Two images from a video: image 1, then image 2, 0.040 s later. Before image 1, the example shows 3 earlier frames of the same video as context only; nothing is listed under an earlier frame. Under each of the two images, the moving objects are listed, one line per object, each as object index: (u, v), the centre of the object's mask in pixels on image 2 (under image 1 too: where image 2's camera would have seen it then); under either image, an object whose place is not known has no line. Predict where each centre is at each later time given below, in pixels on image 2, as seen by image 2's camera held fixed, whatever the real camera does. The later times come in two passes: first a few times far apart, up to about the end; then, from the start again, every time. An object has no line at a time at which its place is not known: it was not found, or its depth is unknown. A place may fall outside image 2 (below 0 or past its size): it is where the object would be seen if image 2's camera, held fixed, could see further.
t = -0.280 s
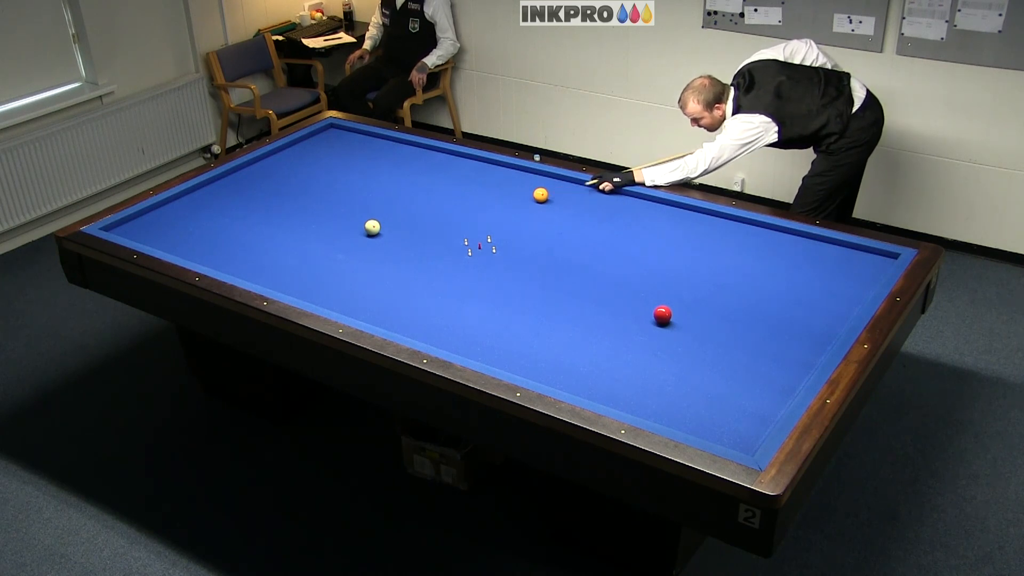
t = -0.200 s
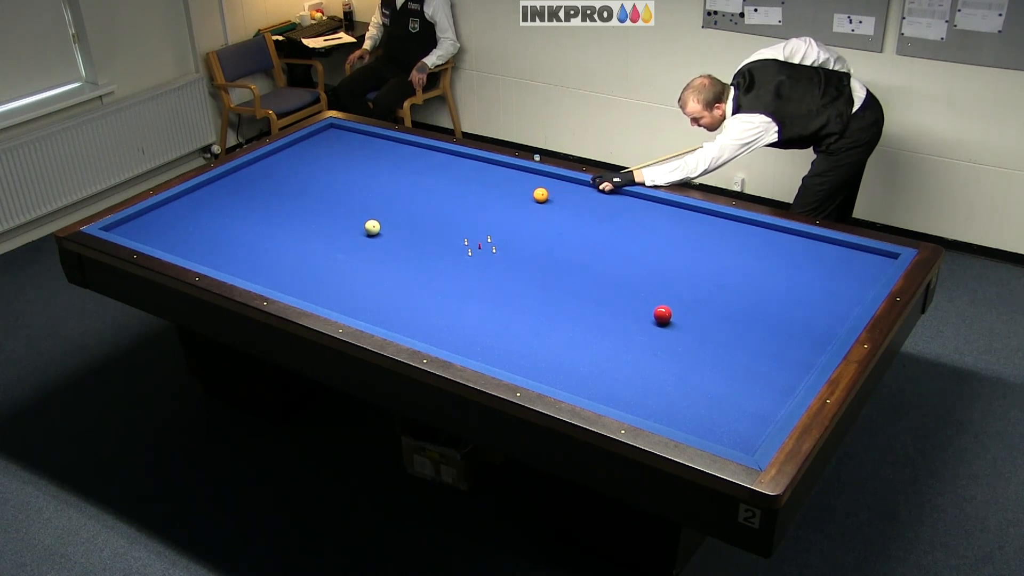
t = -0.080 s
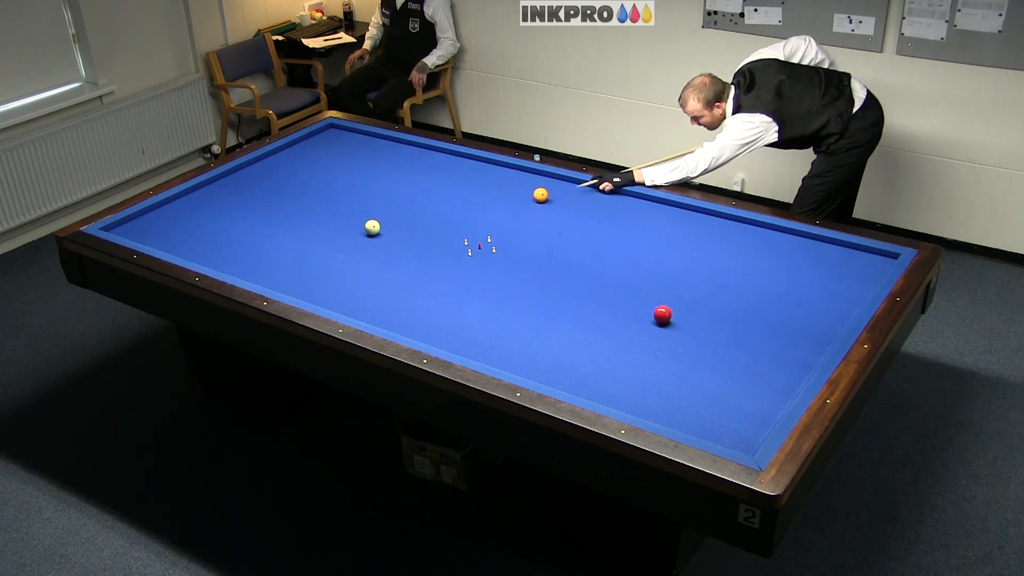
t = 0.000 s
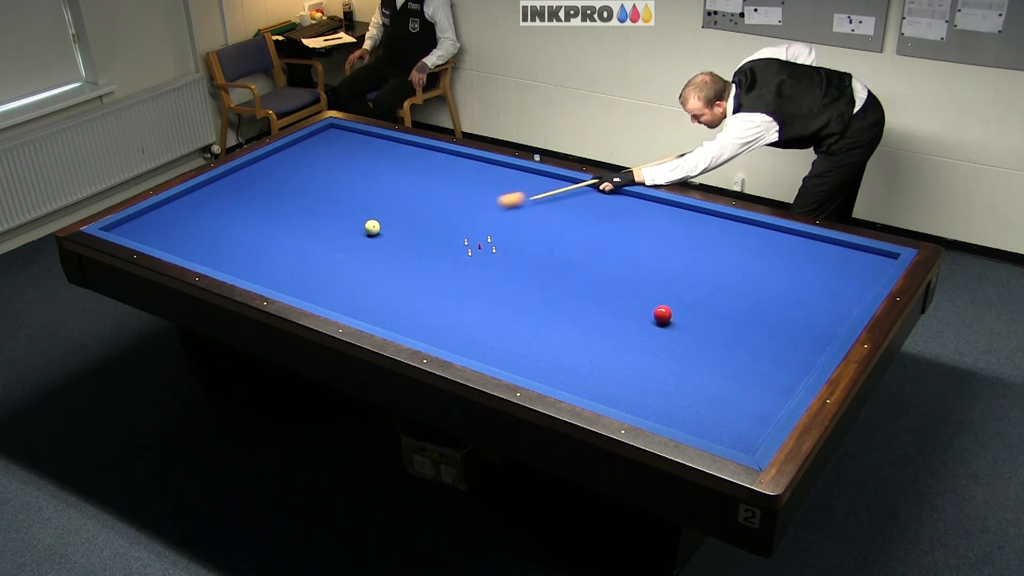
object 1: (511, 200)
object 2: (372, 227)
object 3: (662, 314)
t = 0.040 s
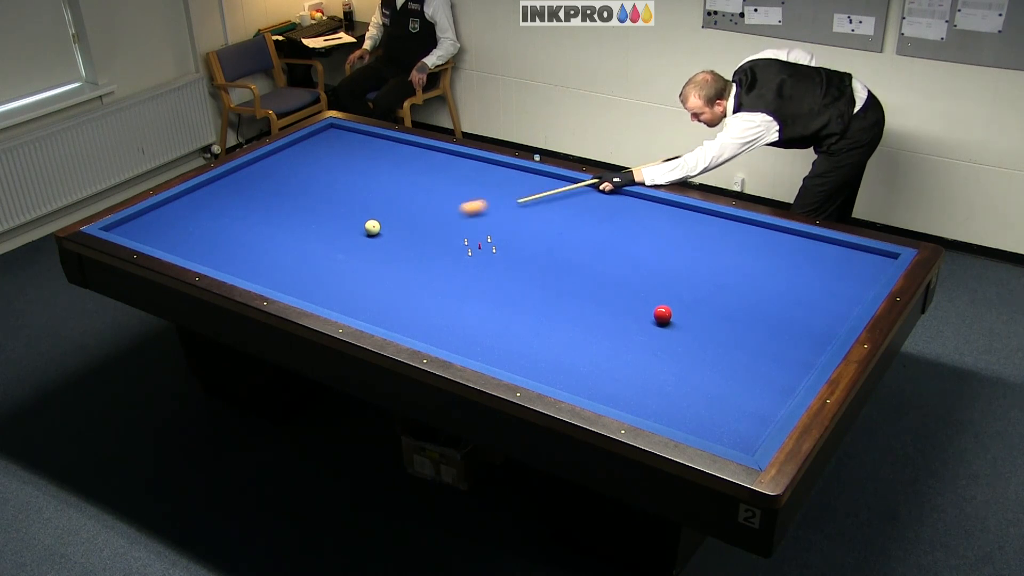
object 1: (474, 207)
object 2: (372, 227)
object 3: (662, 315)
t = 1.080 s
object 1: (406, 269)
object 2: (350, 155)
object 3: (663, 315)
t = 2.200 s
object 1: (431, 321)
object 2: (463, 236)
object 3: (663, 314)
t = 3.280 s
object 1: (487, 351)
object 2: (566, 384)
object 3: (663, 314)
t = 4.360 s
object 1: (566, 358)
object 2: (788, 393)
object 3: (663, 314)
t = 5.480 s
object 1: (629, 363)
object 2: (718, 344)
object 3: (663, 314)
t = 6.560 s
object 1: (670, 366)
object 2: (679, 312)
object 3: (654, 312)
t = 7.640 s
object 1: (692, 367)
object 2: (678, 296)
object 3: (629, 308)
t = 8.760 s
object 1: (696, 368)
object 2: (677, 288)
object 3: (617, 306)
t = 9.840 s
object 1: (696, 368)
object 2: (675, 286)
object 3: (616, 306)
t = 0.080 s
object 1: (436, 215)
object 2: (372, 227)
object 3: (662, 315)
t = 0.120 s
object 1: (397, 222)
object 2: (372, 227)
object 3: (663, 315)
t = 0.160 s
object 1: (387, 227)
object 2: (343, 230)
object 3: (662, 315)
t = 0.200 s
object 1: (387, 229)
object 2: (306, 236)
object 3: (662, 315)
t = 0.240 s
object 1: (388, 231)
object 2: (268, 240)
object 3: (663, 315)
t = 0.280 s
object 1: (389, 233)
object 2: (231, 245)
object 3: (662, 315)
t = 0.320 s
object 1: (390, 234)
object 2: (194, 250)
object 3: (663, 315)
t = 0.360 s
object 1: (391, 236)
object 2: (177, 247)
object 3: (662, 315)
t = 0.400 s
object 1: (392, 238)
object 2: (182, 237)
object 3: (662, 315)
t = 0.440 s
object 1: (392, 240)
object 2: (186, 226)
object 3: (662, 315)
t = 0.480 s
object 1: (393, 242)
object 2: (190, 217)
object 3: (663, 315)
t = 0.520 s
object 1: (394, 244)
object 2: (193, 208)
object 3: (662, 315)
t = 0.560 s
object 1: (395, 245)
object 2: (195, 200)
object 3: (662, 315)
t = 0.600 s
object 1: (396, 247)
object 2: (198, 192)
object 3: (662, 315)
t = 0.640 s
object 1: (397, 249)
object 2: (202, 185)
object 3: (662, 315)
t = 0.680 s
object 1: (398, 251)
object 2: (217, 183)
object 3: (662, 315)
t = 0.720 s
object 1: (398, 253)
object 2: (233, 180)
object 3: (663, 315)
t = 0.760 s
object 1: (399, 254)
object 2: (247, 177)
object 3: (662, 315)
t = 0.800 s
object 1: (400, 256)
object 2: (261, 175)
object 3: (663, 315)
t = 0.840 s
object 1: (401, 258)
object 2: (274, 172)
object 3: (662, 315)
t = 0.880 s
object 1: (402, 260)
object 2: (288, 169)
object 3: (662, 315)
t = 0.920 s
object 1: (403, 262)
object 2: (300, 166)
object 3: (662, 315)
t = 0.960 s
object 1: (404, 264)
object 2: (313, 163)
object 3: (663, 315)
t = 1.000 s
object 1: (404, 265)
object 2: (325, 161)
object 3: (662, 315)
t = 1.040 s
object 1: (405, 267)
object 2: (338, 158)
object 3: (663, 315)
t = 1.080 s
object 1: (406, 269)
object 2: (350, 155)
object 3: (663, 315)
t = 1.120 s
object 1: (407, 271)
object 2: (363, 153)
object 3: (662, 315)
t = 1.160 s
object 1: (408, 273)
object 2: (375, 150)
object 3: (663, 315)
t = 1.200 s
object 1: (409, 274)
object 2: (386, 148)
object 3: (662, 315)
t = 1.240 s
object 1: (410, 276)
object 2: (398, 145)
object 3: (663, 315)
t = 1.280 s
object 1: (410, 278)
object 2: (408, 143)
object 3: (662, 315)
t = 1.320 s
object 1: (411, 280)
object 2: (409, 147)
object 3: (663, 315)
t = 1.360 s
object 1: (412, 282)
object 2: (410, 152)
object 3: (663, 315)
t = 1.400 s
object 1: (413, 284)
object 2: (412, 156)
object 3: (663, 315)
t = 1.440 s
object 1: (414, 285)
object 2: (413, 160)
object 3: (663, 314)
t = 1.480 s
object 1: (415, 287)
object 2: (416, 163)
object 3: (663, 314)
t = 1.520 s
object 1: (416, 289)
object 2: (418, 166)
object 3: (663, 314)
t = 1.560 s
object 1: (417, 291)
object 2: (420, 170)
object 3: (663, 314)
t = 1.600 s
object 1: (418, 293)
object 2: (423, 174)
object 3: (663, 314)
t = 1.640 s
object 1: (419, 295)
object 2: (425, 177)
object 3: (663, 314)
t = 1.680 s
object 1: (419, 297)
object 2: (428, 181)
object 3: (663, 314)
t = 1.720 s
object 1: (420, 299)
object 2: (430, 185)
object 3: (663, 314)
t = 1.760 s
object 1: (421, 300)
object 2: (432, 189)
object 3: (663, 314)
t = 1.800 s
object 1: (422, 302)
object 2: (435, 193)
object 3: (663, 314)
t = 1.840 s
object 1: (423, 304)
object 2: (438, 197)
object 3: (662, 314)
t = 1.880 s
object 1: (424, 306)
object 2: (440, 201)
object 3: (663, 314)
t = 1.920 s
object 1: (425, 308)
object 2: (443, 205)
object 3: (663, 314)
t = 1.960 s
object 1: (425, 310)
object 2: (446, 209)
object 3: (663, 314)
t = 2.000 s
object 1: (426, 312)
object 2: (449, 214)
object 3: (663, 314)
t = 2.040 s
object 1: (427, 313)
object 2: (451, 218)
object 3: (663, 314)
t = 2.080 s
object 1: (428, 315)
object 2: (454, 222)
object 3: (663, 314)
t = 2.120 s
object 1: (429, 317)
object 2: (457, 227)
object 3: (663, 314)
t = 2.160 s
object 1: (430, 319)
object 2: (460, 231)
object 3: (663, 314)
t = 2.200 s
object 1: (431, 321)
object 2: (463, 236)
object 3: (663, 314)
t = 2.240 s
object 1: (432, 322)
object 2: (466, 240)
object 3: (663, 314)
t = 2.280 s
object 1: (433, 324)
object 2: (469, 244)
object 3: (663, 314)
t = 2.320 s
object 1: (434, 326)
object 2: (473, 249)
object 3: (663, 314)
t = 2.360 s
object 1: (434, 328)
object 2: (476, 255)
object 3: (663, 314)
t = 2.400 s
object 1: (435, 330)
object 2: (479, 259)
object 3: (663, 314)
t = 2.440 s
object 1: (436, 331)
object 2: (482, 264)
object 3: (663, 314)
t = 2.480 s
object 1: (437, 334)
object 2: (485, 269)
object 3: (663, 315)
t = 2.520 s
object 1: (438, 335)
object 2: (488, 275)
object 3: (663, 314)
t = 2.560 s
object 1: (439, 337)
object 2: (492, 280)
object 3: (663, 314)
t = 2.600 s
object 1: (440, 339)
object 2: (495, 285)
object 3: (663, 314)
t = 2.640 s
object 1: (441, 340)
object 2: (499, 290)
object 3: (663, 315)
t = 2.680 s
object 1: (442, 341)
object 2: (503, 296)
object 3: (663, 315)
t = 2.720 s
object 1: (443, 342)
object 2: (506, 301)
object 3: (663, 315)
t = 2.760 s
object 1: (444, 344)
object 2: (510, 307)
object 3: (663, 314)
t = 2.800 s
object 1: (447, 344)
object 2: (514, 313)
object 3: (663, 314)
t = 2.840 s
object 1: (451, 345)
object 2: (517, 319)
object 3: (663, 314)
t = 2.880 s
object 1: (454, 346)
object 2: (521, 324)
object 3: (663, 314)
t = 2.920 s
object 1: (457, 347)
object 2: (525, 331)
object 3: (663, 314)
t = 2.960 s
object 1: (461, 347)
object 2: (529, 337)
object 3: (663, 315)
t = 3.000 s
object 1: (464, 348)
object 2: (533, 343)
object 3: (663, 315)
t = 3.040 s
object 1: (467, 349)
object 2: (538, 349)
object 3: (663, 315)
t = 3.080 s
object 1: (470, 349)
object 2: (542, 356)
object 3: (663, 314)
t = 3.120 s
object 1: (474, 350)
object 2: (546, 362)
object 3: (663, 314)
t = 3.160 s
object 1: (477, 350)
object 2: (550, 369)
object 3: (663, 315)
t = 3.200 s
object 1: (480, 351)
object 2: (555, 375)
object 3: (663, 314)
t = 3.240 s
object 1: (484, 351)
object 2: (560, 381)
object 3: (663, 314)
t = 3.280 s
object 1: (487, 351)
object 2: (566, 384)
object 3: (663, 314)
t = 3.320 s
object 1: (490, 351)
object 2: (576, 385)
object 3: (663, 315)
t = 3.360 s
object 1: (493, 351)
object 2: (584, 385)
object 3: (663, 315)
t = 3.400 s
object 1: (497, 351)
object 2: (593, 386)
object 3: (663, 315)
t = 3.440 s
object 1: (500, 352)
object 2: (601, 386)
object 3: (663, 315)
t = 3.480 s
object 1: (503, 352)
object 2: (610, 386)
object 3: (663, 315)
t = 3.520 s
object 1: (506, 353)
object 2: (618, 387)
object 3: (663, 315)
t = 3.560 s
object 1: (509, 353)
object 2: (627, 387)
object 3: (663, 315)
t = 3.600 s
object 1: (512, 353)
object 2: (635, 388)
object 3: (663, 315)
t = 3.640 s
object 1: (515, 354)
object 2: (643, 388)
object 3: (663, 315)
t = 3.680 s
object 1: (518, 354)
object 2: (652, 388)
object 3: (663, 315)
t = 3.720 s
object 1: (521, 354)
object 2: (660, 389)
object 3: (663, 315)
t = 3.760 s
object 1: (524, 355)
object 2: (668, 389)
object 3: (663, 315)
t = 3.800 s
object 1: (527, 355)
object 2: (676, 389)
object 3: (663, 315)
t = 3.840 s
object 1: (530, 355)
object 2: (685, 390)
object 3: (663, 315)
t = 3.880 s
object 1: (533, 355)
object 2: (693, 390)
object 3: (663, 314)
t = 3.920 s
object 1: (536, 355)
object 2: (701, 390)
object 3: (663, 314)
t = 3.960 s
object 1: (539, 356)
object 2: (709, 390)
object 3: (663, 314)
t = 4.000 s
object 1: (542, 356)
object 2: (717, 390)
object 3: (663, 314)
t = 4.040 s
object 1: (544, 356)
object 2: (725, 391)
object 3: (663, 314)
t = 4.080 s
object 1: (547, 356)
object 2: (734, 391)
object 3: (663, 314)
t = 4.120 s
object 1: (550, 357)
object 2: (742, 392)
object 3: (663, 314)
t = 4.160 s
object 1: (553, 357)
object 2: (750, 392)
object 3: (663, 314)
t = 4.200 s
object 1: (555, 357)
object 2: (758, 392)
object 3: (663, 314)
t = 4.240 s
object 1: (558, 357)
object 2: (766, 393)
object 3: (663, 314)
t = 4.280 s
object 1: (561, 358)
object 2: (774, 393)
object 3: (663, 314)
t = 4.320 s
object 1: (563, 358)
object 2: (781, 393)
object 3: (663, 314)
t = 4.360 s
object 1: (566, 358)
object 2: (788, 393)
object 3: (663, 314)
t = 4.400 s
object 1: (569, 358)
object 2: (785, 391)
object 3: (663, 314)
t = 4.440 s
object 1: (571, 358)
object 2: (782, 389)
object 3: (663, 314)
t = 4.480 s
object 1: (574, 359)
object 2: (779, 387)
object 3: (663, 314)
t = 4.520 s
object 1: (576, 359)
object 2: (776, 385)
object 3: (663, 314)
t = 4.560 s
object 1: (579, 359)
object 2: (774, 383)
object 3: (663, 314)
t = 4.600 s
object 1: (581, 359)
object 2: (771, 382)
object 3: (663, 314)
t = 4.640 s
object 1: (584, 360)
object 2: (768, 380)
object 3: (663, 314)
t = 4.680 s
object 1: (586, 360)
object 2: (766, 378)
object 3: (663, 314)
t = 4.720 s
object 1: (588, 360)
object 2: (763, 376)
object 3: (663, 314)
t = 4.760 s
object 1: (591, 360)
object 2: (760, 374)
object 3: (663, 314)
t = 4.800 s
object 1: (593, 360)
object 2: (758, 372)
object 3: (663, 314)
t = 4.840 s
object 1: (595, 361)
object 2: (755, 370)
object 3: (663, 314)
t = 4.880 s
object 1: (598, 361)
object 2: (753, 369)
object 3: (663, 314)
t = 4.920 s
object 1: (600, 361)
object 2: (750, 367)
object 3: (663, 314)
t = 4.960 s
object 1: (602, 361)
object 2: (748, 365)
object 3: (663, 314)
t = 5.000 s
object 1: (604, 361)
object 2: (745, 363)
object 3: (663, 314)
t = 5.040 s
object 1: (606, 362)
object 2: (743, 362)
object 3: (663, 314)
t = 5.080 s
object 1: (609, 362)
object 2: (741, 360)
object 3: (663, 314)
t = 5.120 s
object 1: (611, 362)
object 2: (738, 358)
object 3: (663, 314)
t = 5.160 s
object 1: (613, 362)
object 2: (736, 357)
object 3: (663, 314)
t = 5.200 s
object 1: (615, 362)
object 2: (734, 355)
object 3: (663, 314)
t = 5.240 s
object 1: (617, 362)
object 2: (732, 353)
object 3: (663, 314)
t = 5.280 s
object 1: (619, 363)
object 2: (729, 352)
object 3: (663, 314)
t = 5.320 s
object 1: (621, 363)
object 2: (727, 350)
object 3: (663, 314)
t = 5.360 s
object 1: (623, 363)
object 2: (725, 349)
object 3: (663, 314)
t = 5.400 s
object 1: (625, 363)
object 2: (723, 347)
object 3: (663, 314)
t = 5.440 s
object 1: (627, 363)
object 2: (721, 346)
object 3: (663, 314)
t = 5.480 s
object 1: (629, 363)
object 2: (718, 344)
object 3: (663, 314)
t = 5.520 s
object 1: (631, 364)
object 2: (716, 343)
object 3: (663, 314)
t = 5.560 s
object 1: (633, 364)
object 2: (714, 341)
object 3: (663, 314)
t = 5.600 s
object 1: (634, 364)
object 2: (712, 340)
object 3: (663, 314)
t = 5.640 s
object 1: (636, 364)
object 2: (710, 338)
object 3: (663, 314)
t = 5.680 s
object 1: (638, 364)
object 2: (708, 337)
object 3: (663, 314)
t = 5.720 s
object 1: (640, 365)
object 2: (706, 335)
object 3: (663, 314)
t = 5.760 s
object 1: (642, 365)
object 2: (704, 334)
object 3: (663, 314)
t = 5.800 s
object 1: (643, 365)
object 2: (702, 333)
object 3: (663, 314)
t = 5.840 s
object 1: (645, 365)
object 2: (700, 331)
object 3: (663, 314)
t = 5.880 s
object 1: (647, 365)
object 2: (698, 330)
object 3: (663, 314)
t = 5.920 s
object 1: (648, 365)
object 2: (696, 329)
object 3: (663, 314)
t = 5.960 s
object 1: (650, 366)
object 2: (694, 327)
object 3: (663, 314)
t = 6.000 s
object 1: (651, 365)
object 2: (693, 326)
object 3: (663, 314)
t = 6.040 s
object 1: (653, 365)
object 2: (691, 325)
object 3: (663, 314)
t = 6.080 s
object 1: (654, 366)
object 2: (689, 323)
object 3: (663, 314)
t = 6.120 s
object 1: (656, 365)
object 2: (687, 322)
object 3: (663, 314)
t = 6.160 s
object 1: (657, 366)
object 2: (686, 321)
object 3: (662, 314)
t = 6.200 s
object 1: (659, 365)
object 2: (684, 320)
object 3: (663, 314)
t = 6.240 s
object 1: (660, 365)
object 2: (682, 319)
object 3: (663, 314)
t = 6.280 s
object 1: (662, 366)
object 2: (680, 318)
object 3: (662, 314)
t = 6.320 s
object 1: (663, 366)
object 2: (680, 317)
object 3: (661, 314)
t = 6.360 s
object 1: (664, 366)
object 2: (680, 316)
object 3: (660, 314)
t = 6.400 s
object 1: (666, 366)
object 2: (680, 315)
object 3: (659, 314)
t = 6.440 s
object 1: (667, 366)
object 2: (680, 314)
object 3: (657, 313)
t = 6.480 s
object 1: (668, 366)
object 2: (680, 314)
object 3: (656, 313)
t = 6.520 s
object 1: (669, 366)
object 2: (680, 313)
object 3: (655, 313)
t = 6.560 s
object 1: (670, 366)
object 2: (679, 312)
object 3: (654, 312)
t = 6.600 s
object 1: (672, 366)
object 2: (679, 312)
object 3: (652, 312)
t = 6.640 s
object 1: (673, 366)
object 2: (679, 311)
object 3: (651, 312)
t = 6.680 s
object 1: (674, 367)
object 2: (679, 310)
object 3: (650, 312)
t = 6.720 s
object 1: (675, 366)
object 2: (679, 309)
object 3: (649, 312)
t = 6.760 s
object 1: (676, 366)
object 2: (679, 309)
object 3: (648, 311)
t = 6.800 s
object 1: (677, 367)
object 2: (679, 308)
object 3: (647, 311)
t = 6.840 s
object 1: (678, 366)
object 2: (679, 307)
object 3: (646, 311)
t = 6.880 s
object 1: (679, 366)
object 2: (679, 307)
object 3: (645, 311)
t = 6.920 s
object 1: (680, 367)
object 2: (679, 306)
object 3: (644, 311)
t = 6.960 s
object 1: (681, 367)
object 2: (679, 306)
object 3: (643, 311)
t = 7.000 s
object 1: (682, 367)
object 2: (679, 305)
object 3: (642, 310)
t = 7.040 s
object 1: (683, 367)
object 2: (679, 304)
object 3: (641, 310)
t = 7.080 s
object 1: (683, 367)
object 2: (679, 304)
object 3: (640, 310)
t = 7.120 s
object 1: (684, 367)
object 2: (679, 303)
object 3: (639, 310)
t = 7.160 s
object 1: (685, 368)
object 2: (678, 302)
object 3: (638, 309)
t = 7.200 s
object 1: (686, 367)
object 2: (678, 302)
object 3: (637, 309)
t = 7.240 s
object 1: (686, 368)
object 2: (678, 301)
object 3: (636, 309)
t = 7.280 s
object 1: (687, 367)
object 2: (678, 301)
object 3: (635, 309)
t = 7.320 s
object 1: (688, 368)
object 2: (678, 300)
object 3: (635, 309)
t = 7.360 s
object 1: (689, 368)
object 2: (678, 300)
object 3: (634, 309)
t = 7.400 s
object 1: (689, 368)
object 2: (678, 299)
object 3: (633, 309)
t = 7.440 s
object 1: (690, 367)
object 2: (678, 299)
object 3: (632, 308)
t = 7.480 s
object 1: (690, 368)
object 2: (678, 298)
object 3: (632, 308)
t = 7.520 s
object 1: (691, 367)
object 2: (678, 298)
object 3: (631, 308)
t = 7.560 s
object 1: (691, 368)
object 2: (678, 297)
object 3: (630, 308)
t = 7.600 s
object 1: (692, 368)
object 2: (678, 297)
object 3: (629, 308)
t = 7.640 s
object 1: (692, 367)
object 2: (678, 296)
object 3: (629, 308)
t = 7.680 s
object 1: (693, 368)
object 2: (678, 296)
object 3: (628, 307)
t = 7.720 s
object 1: (693, 368)
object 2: (678, 296)
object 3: (627, 307)
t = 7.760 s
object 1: (694, 367)
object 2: (678, 295)
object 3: (627, 307)
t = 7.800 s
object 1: (694, 368)
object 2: (678, 295)
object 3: (626, 307)
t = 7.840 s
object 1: (694, 368)
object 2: (678, 294)
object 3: (625, 307)
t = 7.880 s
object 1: (694, 368)
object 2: (678, 294)
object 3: (625, 307)
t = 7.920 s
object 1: (695, 368)
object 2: (678, 293)
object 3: (624, 307)
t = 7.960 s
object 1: (695, 368)
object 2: (678, 293)
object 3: (624, 307)
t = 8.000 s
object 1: (695, 368)
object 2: (678, 292)
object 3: (623, 307)
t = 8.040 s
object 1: (695, 368)
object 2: (678, 292)
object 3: (623, 307)
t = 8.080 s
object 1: (696, 368)
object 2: (678, 292)
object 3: (622, 307)
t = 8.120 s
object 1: (696, 367)
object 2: (678, 292)
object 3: (622, 306)
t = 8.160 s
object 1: (696, 368)
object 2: (678, 291)
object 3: (621, 306)
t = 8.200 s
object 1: (696, 368)
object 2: (678, 291)
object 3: (621, 306)
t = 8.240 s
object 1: (696, 367)
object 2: (677, 291)
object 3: (620, 306)
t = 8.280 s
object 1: (696, 368)
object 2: (677, 290)
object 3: (620, 306)
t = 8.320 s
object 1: (696, 368)
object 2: (677, 290)
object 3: (620, 306)
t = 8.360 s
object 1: (696, 367)
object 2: (677, 290)
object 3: (619, 306)
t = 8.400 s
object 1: (696, 368)
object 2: (677, 290)
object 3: (619, 306)
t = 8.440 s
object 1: (696, 368)
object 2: (677, 289)
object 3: (619, 306)
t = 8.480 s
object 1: (696, 367)
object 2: (677, 289)
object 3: (618, 306)
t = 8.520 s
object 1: (696, 368)
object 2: (677, 289)
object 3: (618, 306)
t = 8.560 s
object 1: (696, 368)
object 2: (677, 289)
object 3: (618, 306)
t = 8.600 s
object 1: (696, 367)
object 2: (677, 289)
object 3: (618, 306)
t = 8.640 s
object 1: (696, 368)
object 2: (677, 288)
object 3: (617, 306)
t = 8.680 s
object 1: (696, 368)
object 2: (677, 288)
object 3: (617, 306)
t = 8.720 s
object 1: (696, 367)
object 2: (677, 288)
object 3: (617, 306)
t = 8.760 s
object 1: (696, 368)
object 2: (677, 288)
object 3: (617, 306)
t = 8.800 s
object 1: (696, 368)
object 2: (677, 288)
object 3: (617, 306)
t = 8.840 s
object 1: (696, 367)
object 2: (677, 288)
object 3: (617, 306)
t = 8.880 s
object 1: (696, 368)
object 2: (677, 287)
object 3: (617, 306)
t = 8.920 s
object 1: (696, 368)
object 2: (676, 287)
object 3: (616, 306)
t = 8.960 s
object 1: (696, 368)
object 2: (676, 287)
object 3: (616, 306)
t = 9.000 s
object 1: (696, 368)
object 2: (676, 287)
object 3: (616, 306)
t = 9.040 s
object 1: (696, 368)
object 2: (676, 287)
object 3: (616, 306)
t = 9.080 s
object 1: (696, 367)
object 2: (676, 286)
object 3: (616, 306)
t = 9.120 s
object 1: (696, 368)
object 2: (676, 286)
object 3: (616, 306)
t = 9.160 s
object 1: (696, 368)
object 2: (676, 286)
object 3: (616, 306)
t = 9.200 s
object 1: (696, 368)
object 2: (676, 286)
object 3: (616, 306)
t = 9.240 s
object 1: (696, 368)
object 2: (676, 286)
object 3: (616, 306)
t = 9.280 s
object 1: (696, 368)
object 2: (676, 286)
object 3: (616, 306)
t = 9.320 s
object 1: (696, 368)
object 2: (675, 286)
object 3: (616, 306)
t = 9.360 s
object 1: (696, 368)
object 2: (675, 286)
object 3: (616, 306)
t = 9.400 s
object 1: (696, 368)
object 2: (675, 286)
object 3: (616, 306)
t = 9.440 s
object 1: (696, 368)
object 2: (675, 286)
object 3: (616, 306)
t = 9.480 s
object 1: (696, 368)
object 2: (675, 286)
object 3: (616, 306)
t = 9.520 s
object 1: (696, 368)
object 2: (675, 286)
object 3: (616, 306)
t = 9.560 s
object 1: (696, 368)
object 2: (675, 286)
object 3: (616, 306)
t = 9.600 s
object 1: (696, 368)
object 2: (675, 286)
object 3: (616, 306)
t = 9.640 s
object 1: (696, 368)
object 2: (675, 286)
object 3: (616, 306)
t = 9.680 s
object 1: (696, 368)
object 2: (675, 286)
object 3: (616, 306)
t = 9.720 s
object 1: (696, 368)
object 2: (675, 286)
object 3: (616, 306)
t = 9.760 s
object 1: (696, 368)
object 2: (675, 286)
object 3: (616, 306)
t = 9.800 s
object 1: (696, 368)
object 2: (675, 286)
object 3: (616, 306)
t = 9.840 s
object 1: (696, 368)
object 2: (675, 286)
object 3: (616, 306)
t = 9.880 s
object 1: (696, 368)
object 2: (675, 286)
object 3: (616, 306)
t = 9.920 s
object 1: (696, 368)
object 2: (675, 286)
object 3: (616, 306)
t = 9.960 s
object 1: (696, 368)
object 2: (675, 286)
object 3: (616, 306)
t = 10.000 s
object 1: (696, 368)
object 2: (675, 286)
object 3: (616, 306)
